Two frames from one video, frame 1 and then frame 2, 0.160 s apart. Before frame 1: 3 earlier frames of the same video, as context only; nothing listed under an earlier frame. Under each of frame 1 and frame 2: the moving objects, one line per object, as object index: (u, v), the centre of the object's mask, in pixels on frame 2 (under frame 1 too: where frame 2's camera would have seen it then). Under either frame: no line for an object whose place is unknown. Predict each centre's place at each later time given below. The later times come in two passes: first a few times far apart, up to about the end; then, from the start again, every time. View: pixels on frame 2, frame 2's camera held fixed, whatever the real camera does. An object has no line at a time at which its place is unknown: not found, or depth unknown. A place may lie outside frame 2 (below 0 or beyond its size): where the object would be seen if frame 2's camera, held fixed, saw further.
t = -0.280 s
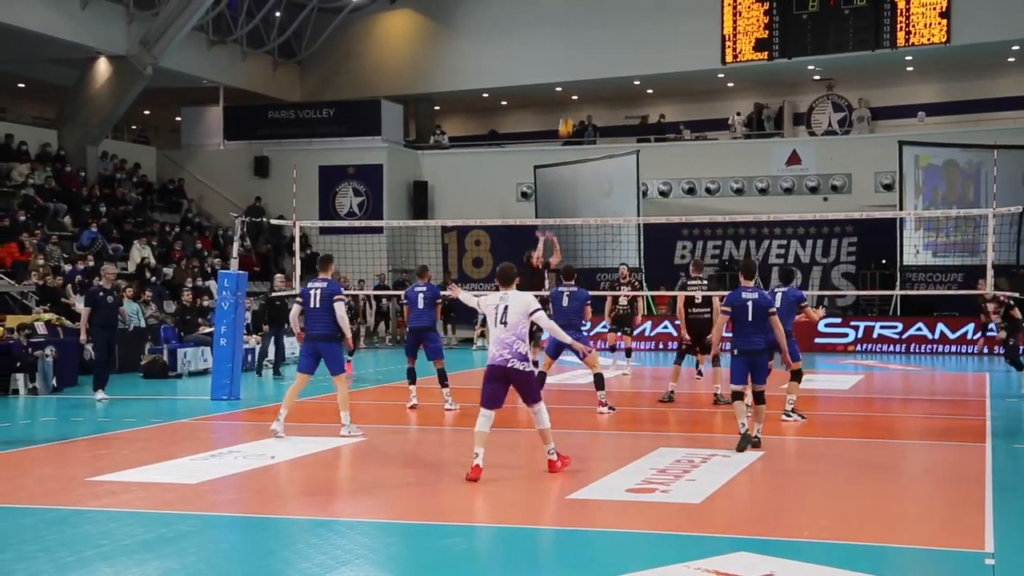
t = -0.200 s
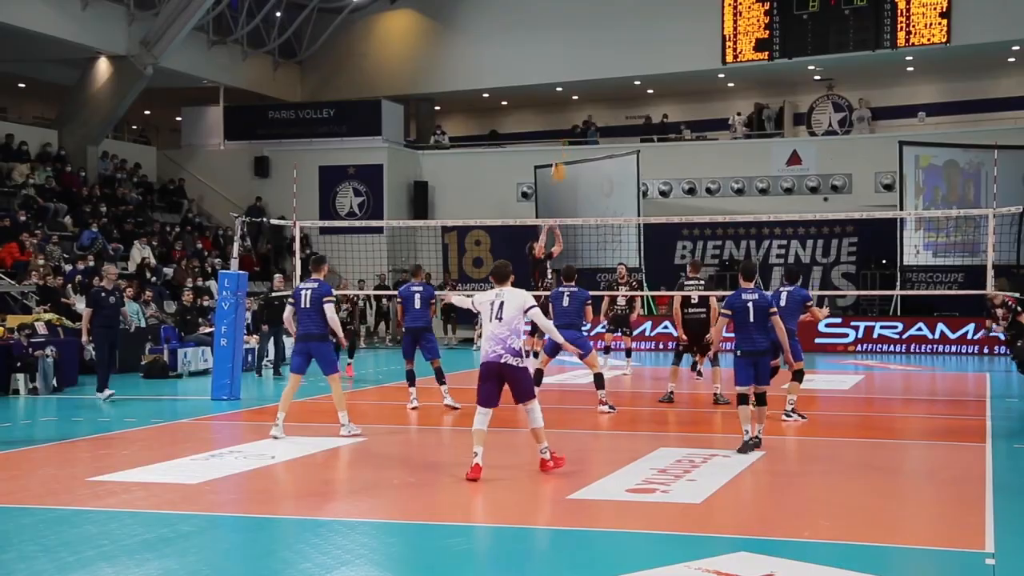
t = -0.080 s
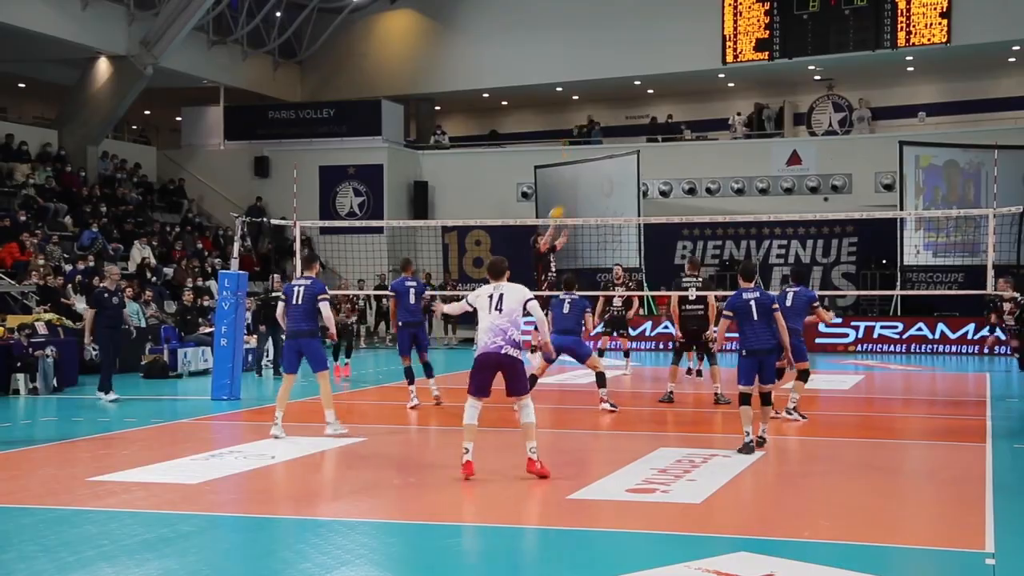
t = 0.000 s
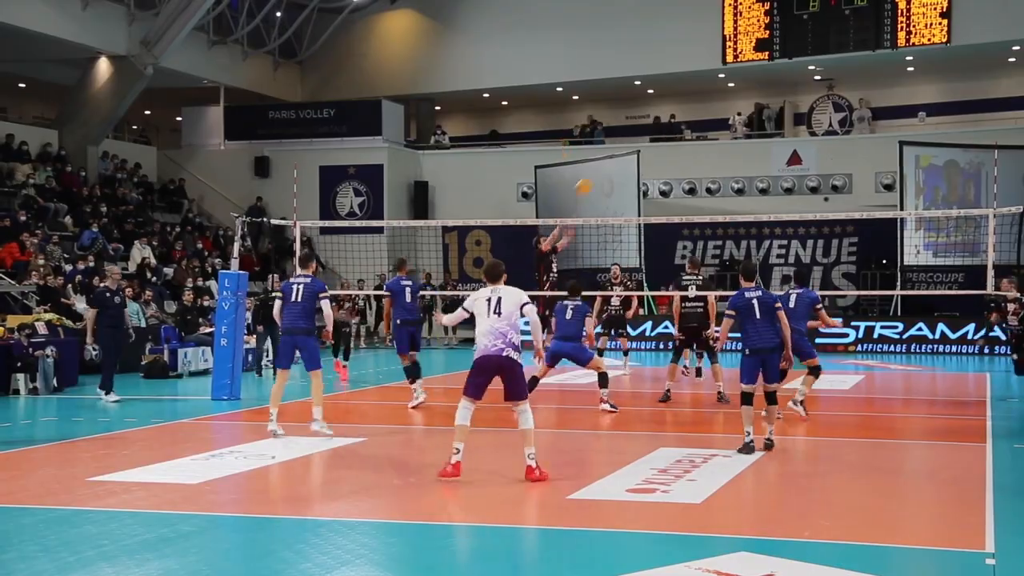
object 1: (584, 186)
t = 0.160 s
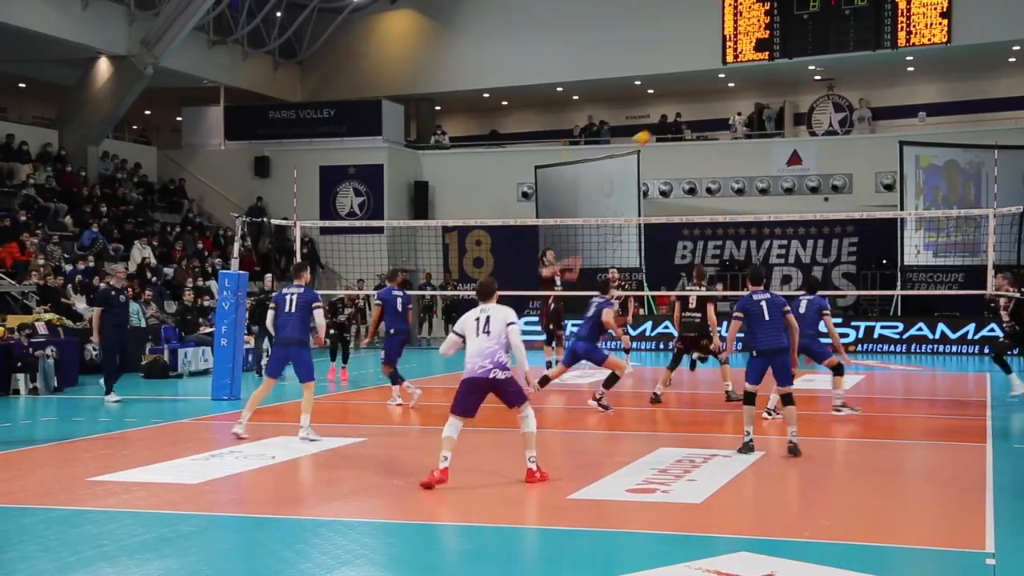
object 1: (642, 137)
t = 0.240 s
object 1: (671, 121)
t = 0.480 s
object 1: (759, 90)
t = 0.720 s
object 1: (852, 98)
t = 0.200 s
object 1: (657, 128)
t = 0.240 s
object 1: (671, 121)
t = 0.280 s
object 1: (685, 113)
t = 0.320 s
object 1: (700, 106)
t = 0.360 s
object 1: (714, 100)
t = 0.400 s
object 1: (729, 96)
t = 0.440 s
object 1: (744, 92)
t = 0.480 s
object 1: (759, 90)
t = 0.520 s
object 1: (774, 89)
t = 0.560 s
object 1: (790, 88)
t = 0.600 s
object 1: (805, 88)
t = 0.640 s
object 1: (820, 90)
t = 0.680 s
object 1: (836, 93)
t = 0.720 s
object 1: (852, 98)
